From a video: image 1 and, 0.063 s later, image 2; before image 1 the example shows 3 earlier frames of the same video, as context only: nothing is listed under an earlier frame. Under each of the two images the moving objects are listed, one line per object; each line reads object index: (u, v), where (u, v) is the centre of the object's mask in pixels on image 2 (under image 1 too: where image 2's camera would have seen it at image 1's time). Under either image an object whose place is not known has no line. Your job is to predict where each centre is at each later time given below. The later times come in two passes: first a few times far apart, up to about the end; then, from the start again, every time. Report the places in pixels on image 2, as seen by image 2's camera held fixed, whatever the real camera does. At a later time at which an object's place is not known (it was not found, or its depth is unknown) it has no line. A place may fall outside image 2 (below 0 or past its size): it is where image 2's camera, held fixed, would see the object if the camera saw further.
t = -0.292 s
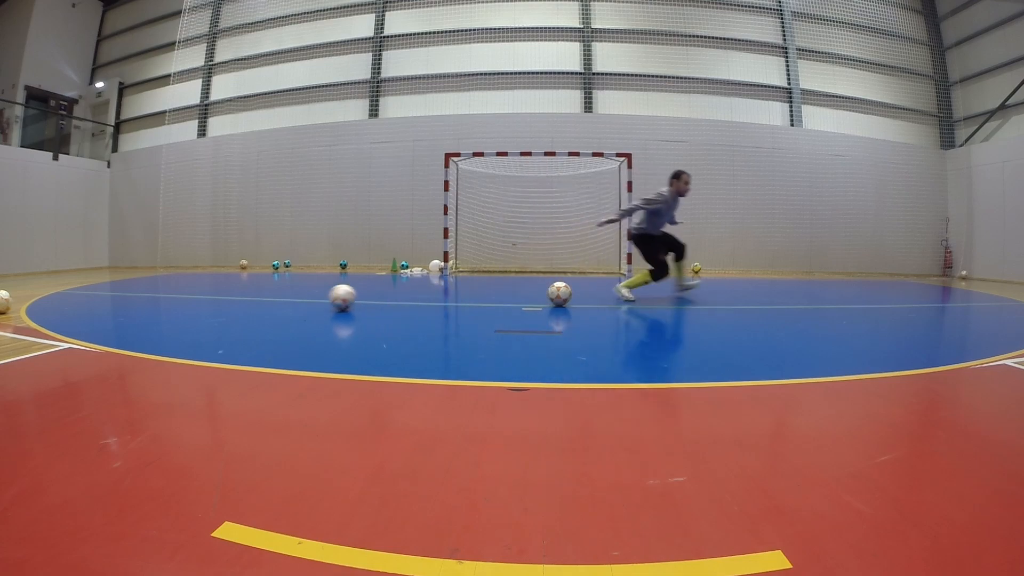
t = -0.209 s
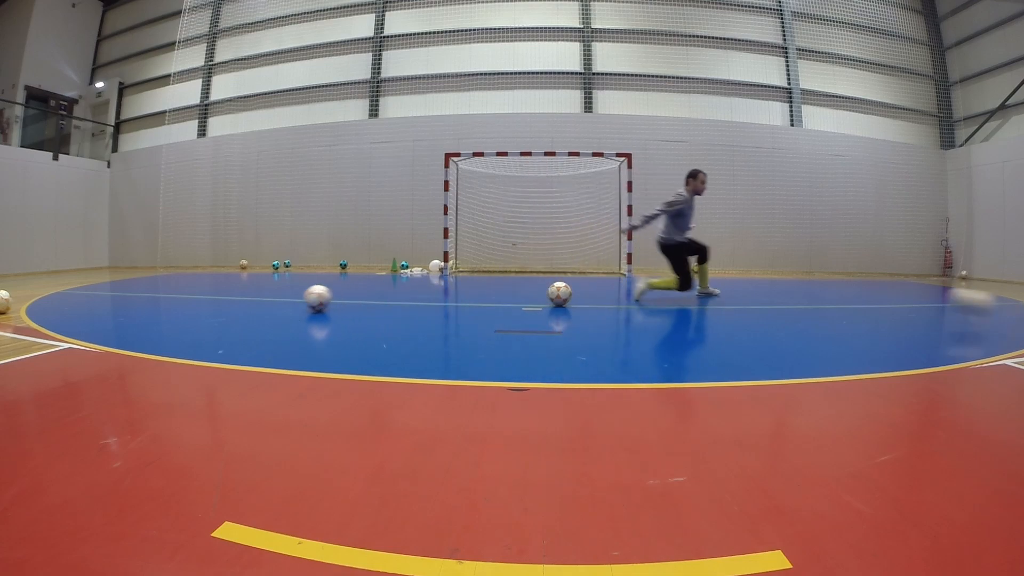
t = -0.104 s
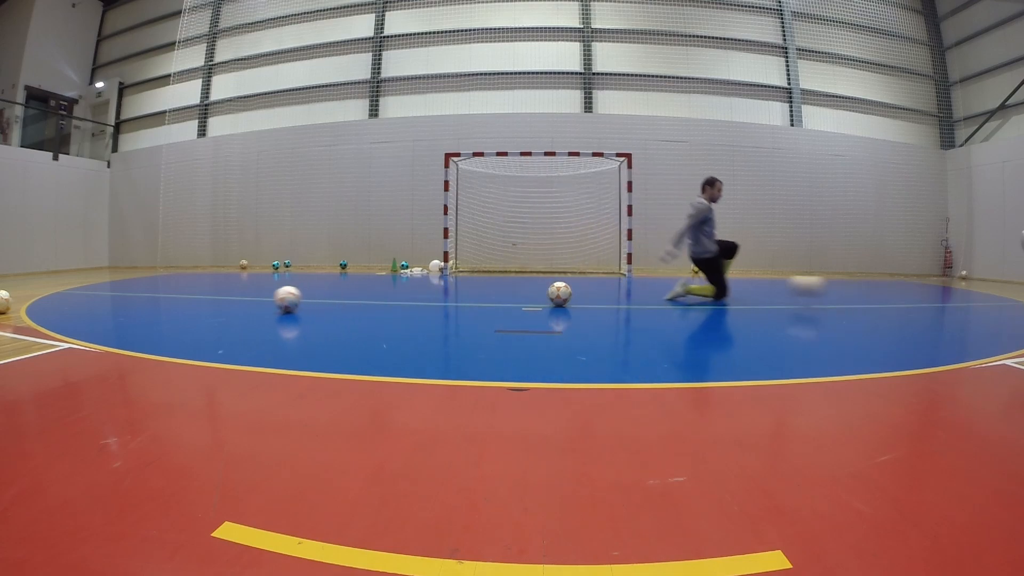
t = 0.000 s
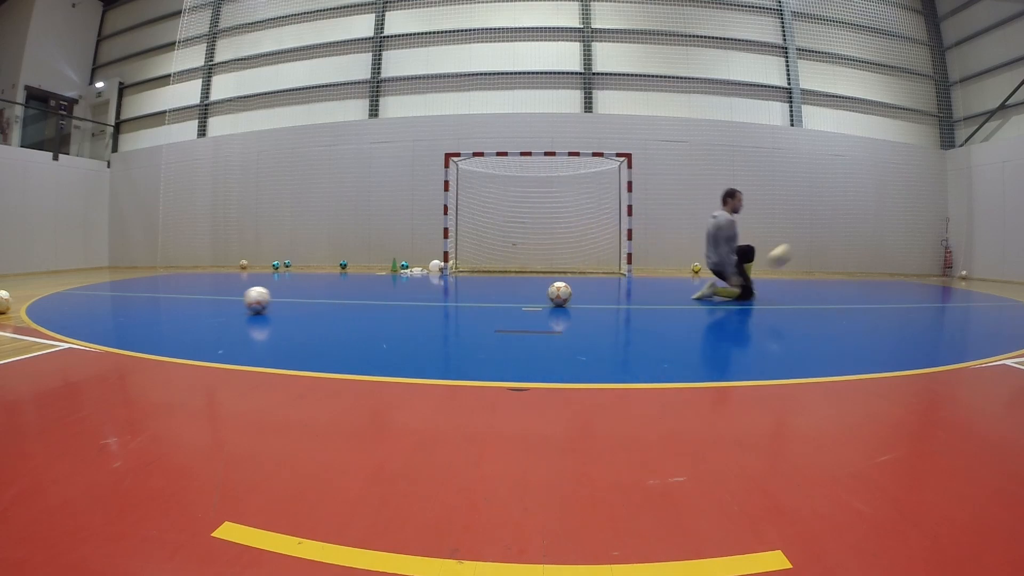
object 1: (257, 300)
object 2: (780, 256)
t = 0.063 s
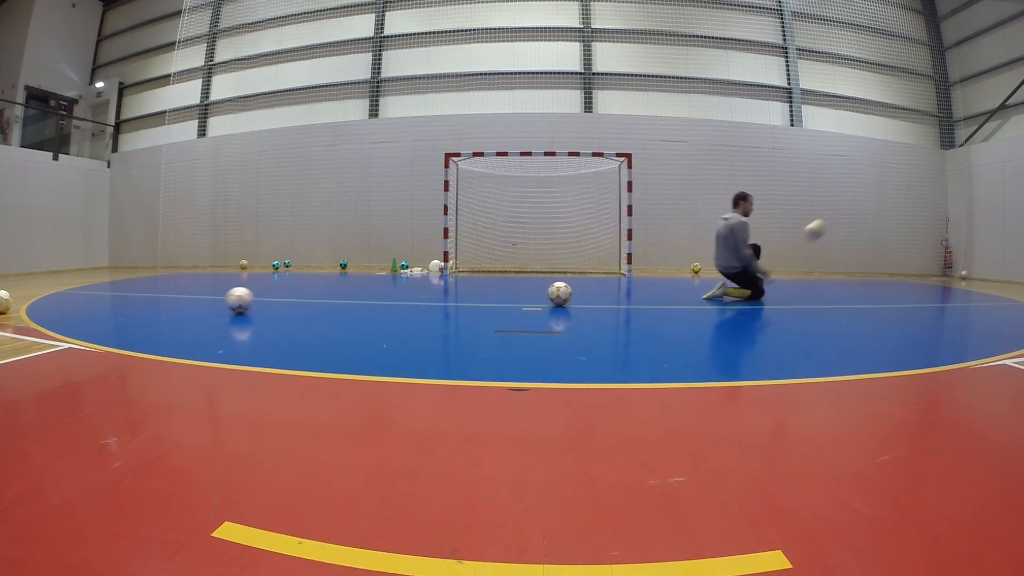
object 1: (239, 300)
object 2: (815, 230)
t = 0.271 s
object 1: (182, 301)
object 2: (895, 185)
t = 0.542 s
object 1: (113, 303)
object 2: (955, 183)
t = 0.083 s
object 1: (233, 300)
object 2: (825, 223)
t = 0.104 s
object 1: (227, 300)
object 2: (834, 217)
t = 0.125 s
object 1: (222, 301)
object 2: (843, 211)
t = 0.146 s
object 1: (216, 300)
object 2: (852, 206)
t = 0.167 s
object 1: (210, 301)
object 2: (860, 201)
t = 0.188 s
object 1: (205, 301)
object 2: (868, 197)
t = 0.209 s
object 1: (199, 300)
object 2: (875, 193)
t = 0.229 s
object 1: (193, 301)
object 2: (882, 190)
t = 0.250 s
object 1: (188, 301)
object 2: (888, 187)
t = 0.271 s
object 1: (182, 301)
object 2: (895, 185)
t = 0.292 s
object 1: (176, 301)
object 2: (901, 183)
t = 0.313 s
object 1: (171, 301)
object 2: (907, 181)
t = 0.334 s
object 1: (165, 302)
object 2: (912, 180)
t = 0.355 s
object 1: (160, 302)
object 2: (918, 179)
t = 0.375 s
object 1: (155, 302)
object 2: (922, 178)
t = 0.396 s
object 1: (149, 302)
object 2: (927, 178)
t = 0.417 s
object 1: (144, 302)
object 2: (932, 178)
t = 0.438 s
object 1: (139, 302)
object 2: (936, 178)
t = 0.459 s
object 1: (133, 303)
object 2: (940, 179)
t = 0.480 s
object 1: (128, 302)
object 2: (944, 179)
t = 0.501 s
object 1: (123, 302)
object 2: (948, 180)
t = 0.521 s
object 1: (118, 302)
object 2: (951, 181)
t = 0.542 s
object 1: (113, 303)
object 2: (955, 183)
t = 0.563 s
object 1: (108, 303)
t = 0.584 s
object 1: (103, 303)
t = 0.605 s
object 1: (97, 303)
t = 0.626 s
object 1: (93, 303)
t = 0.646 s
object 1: (88, 303)
